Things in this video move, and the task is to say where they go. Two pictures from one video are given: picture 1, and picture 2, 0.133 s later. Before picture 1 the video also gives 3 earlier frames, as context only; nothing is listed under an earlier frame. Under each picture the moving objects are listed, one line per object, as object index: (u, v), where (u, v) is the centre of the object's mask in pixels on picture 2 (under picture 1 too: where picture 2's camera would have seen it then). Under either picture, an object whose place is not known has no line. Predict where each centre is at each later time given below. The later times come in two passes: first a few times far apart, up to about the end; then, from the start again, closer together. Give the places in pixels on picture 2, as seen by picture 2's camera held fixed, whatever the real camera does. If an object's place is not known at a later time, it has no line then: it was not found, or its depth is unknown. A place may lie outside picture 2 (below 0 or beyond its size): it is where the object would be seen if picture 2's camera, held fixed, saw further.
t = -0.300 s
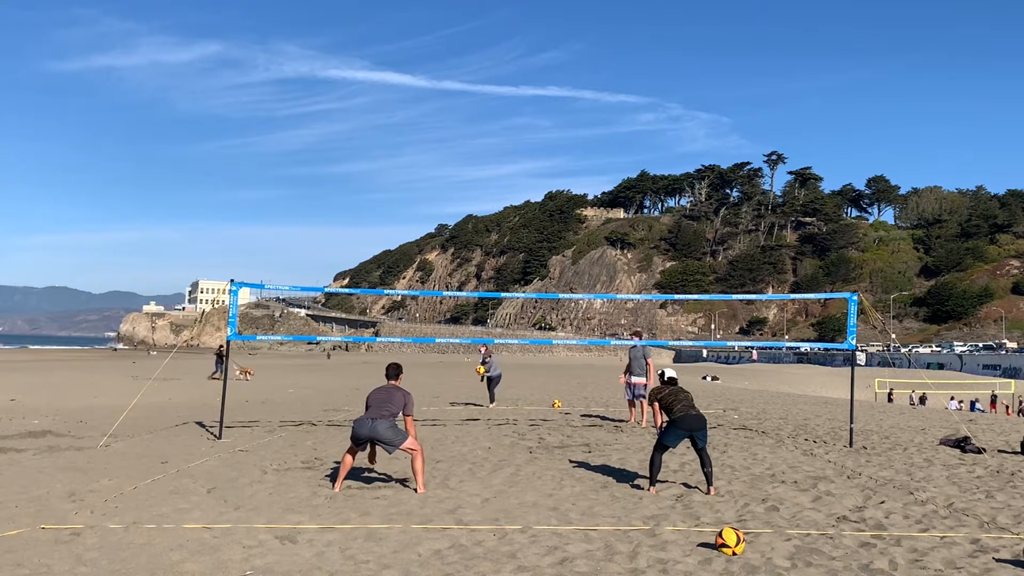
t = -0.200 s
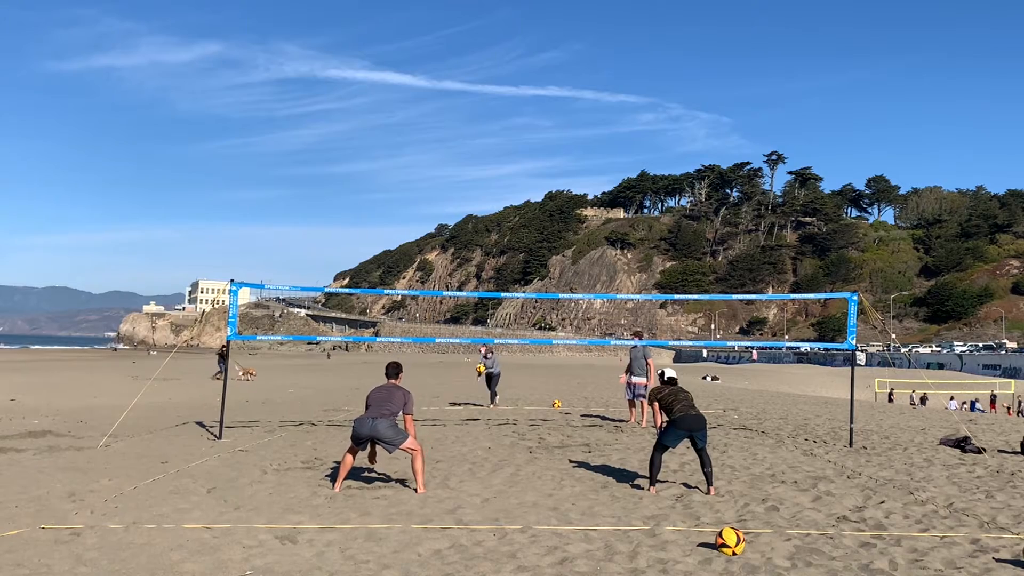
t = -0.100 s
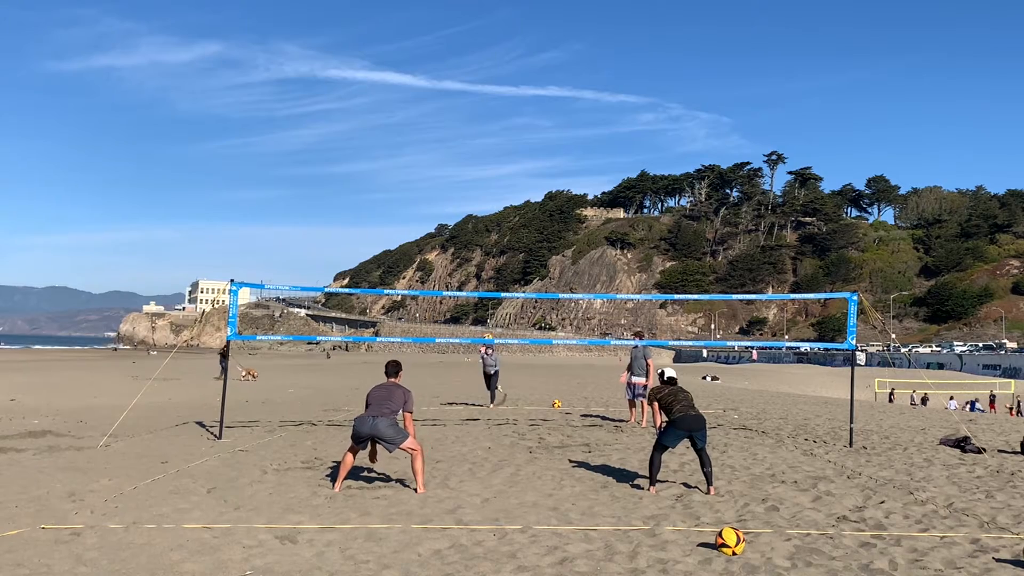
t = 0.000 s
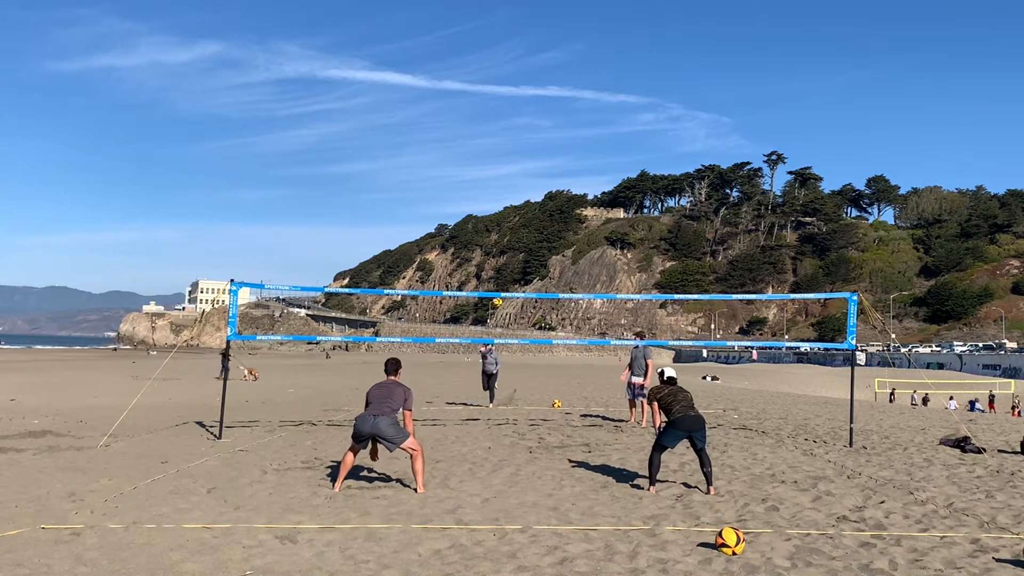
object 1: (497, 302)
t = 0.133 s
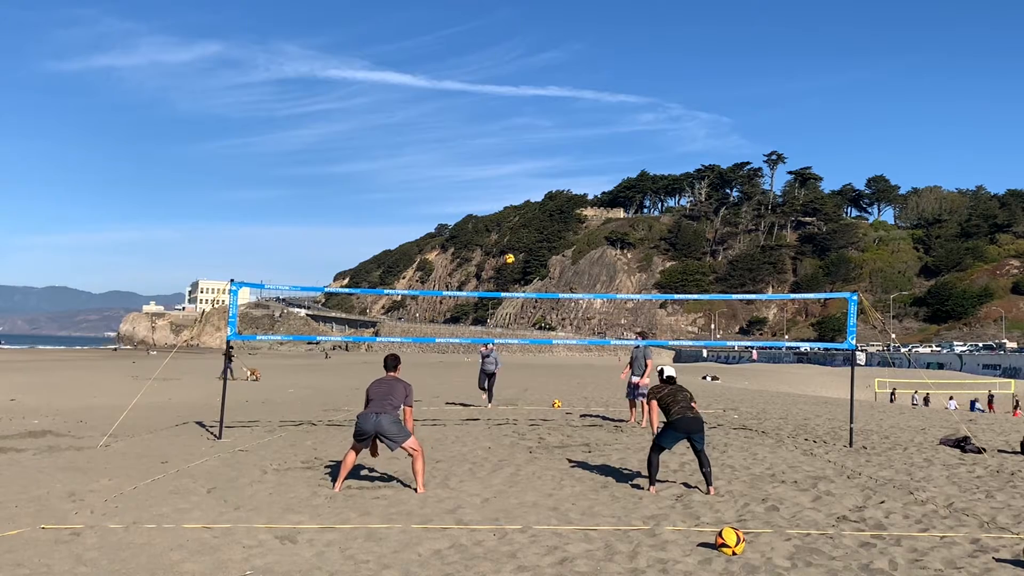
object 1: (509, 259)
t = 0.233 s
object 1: (519, 230)
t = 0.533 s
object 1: (546, 171)
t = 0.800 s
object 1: (571, 154)
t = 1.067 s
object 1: (594, 173)
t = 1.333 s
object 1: (617, 237)
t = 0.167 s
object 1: (512, 248)
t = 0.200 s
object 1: (515, 239)
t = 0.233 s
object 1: (519, 230)
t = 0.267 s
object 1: (521, 222)
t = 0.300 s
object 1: (525, 214)
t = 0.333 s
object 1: (528, 206)
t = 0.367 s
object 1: (531, 200)
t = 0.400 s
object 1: (534, 193)
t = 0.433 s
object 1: (536, 187)
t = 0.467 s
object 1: (540, 181)
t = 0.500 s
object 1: (543, 176)
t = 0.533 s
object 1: (546, 171)
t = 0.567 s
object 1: (549, 167)
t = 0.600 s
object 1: (552, 164)
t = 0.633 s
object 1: (555, 161)
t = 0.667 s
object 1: (558, 158)
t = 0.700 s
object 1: (561, 156)
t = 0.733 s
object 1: (565, 155)
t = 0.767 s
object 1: (568, 154)
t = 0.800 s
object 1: (571, 154)
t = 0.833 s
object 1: (574, 154)
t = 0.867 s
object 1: (577, 155)
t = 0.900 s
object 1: (580, 156)
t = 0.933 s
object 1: (582, 159)
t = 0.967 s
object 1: (585, 161)
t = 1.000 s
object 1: (588, 165)
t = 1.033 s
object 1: (591, 169)
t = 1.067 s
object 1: (594, 173)
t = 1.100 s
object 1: (597, 179)
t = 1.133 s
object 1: (600, 185)
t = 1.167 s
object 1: (603, 192)
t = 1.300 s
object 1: (615, 226)
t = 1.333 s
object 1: (617, 237)
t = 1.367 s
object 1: (620, 248)
